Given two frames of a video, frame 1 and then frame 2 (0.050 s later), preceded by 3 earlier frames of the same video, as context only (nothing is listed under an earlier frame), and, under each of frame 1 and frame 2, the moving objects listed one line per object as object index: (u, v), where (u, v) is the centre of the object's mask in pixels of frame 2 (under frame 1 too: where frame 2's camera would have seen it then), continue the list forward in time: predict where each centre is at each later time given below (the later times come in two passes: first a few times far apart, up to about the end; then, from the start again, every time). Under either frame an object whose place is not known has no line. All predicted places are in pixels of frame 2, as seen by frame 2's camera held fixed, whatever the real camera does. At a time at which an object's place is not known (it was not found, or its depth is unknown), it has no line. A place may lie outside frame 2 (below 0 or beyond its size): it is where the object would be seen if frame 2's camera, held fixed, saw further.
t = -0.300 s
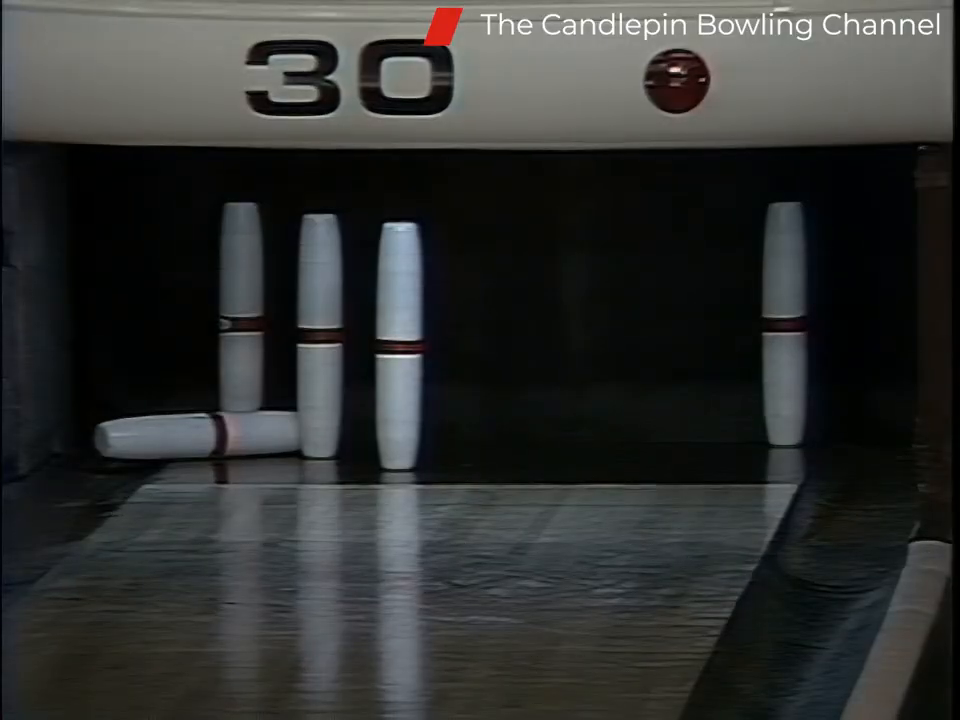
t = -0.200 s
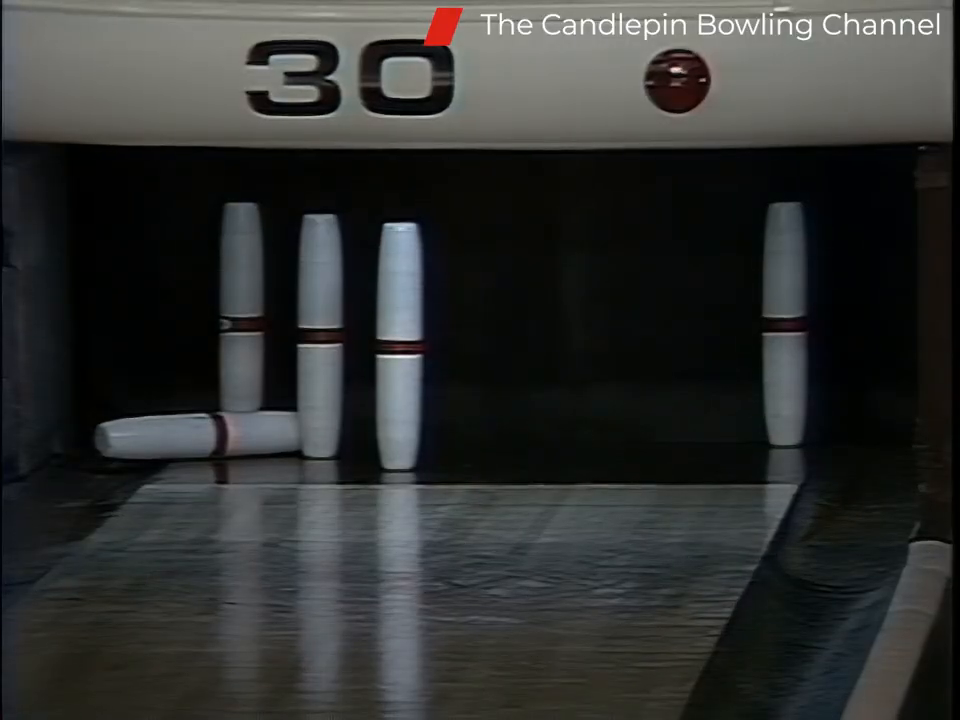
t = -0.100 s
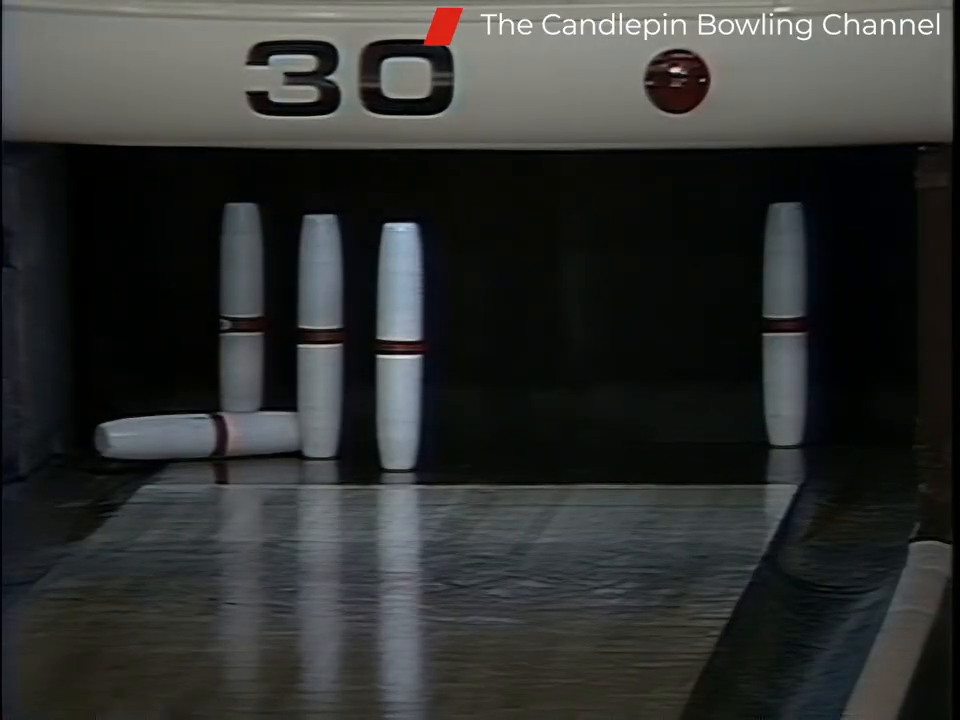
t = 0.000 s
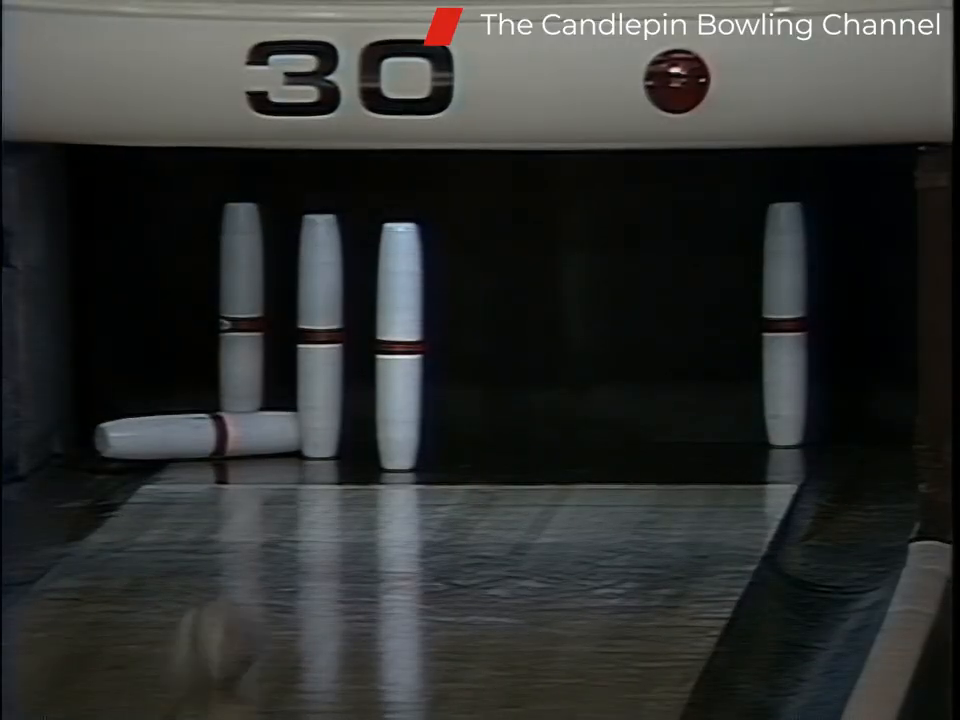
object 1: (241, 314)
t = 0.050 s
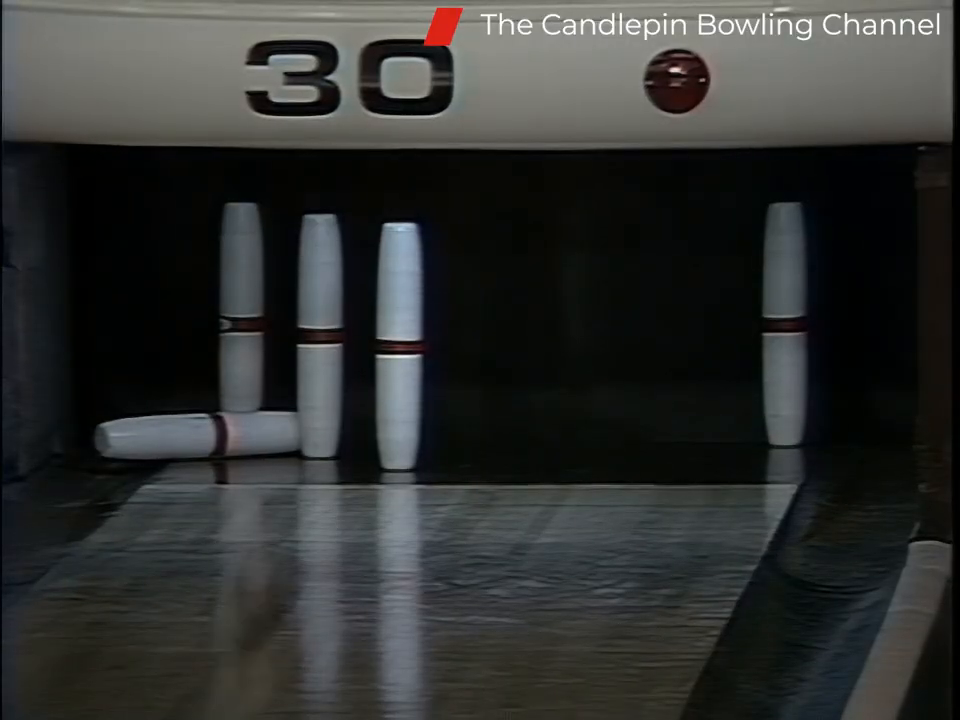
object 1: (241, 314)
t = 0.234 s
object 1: (241, 314)
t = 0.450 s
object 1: (241, 259)
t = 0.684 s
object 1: (335, 396)
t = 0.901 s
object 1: (456, 417)
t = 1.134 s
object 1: (556, 424)
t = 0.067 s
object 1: (241, 314)
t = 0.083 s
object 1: (241, 314)
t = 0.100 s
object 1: (241, 314)
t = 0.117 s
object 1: (241, 314)
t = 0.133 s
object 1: (241, 314)
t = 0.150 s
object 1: (241, 314)
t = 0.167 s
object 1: (241, 314)
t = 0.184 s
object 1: (241, 314)
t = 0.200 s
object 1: (241, 314)
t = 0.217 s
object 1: (241, 314)
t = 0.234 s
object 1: (241, 314)
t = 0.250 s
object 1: (241, 314)
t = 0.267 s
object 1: (241, 314)
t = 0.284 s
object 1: (241, 314)
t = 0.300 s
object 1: (241, 315)
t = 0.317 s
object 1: (241, 314)
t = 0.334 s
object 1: (241, 310)
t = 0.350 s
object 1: (239, 303)
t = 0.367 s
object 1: (239, 275)
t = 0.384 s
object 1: (240, 263)
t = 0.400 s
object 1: (240, 259)
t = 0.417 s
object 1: (240, 257)
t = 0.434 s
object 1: (241, 257)
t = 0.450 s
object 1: (241, 259)
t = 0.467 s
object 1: (241, 262)
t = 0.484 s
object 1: (241, 265)
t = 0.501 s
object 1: (245, 284)
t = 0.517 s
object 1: (257, 315)
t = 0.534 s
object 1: (263, 323)
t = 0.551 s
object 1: (269, 331)
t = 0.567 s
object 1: (276, 338)
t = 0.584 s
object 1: (281, 346)
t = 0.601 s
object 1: (287, 354)
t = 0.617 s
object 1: (297, 366)
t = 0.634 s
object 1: (305, 372)
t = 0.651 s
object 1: (323, 387)
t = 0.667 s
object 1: (334, 393)
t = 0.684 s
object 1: (335, 396)
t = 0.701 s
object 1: (364, 412)
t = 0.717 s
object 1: (375, 414)
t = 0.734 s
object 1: (380, 414)
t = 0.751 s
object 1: (386, 414)
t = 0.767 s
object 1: (392, 414)
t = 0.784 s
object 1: (399, 415)
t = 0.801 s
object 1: (407, 416)
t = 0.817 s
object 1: (415, 417)
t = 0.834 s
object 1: (422, 418)
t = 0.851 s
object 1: (431, 416)
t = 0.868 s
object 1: (438, 415)
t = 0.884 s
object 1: (447, 416)
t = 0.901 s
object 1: (456, 417)
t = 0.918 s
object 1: (463, 418)
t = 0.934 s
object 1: (473, 418)
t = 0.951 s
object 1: (480, 417)
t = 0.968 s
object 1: (489, 416)
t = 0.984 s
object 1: (496, 417)
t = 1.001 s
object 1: (504, 417)
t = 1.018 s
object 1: (512, 419)
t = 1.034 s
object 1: (520, 419)
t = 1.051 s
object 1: (528, 420)
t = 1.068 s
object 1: (536, 419)
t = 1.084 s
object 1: (542, 420)
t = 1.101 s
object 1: (547, 421)
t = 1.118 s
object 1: (551, 422)
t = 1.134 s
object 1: (556, 424)
